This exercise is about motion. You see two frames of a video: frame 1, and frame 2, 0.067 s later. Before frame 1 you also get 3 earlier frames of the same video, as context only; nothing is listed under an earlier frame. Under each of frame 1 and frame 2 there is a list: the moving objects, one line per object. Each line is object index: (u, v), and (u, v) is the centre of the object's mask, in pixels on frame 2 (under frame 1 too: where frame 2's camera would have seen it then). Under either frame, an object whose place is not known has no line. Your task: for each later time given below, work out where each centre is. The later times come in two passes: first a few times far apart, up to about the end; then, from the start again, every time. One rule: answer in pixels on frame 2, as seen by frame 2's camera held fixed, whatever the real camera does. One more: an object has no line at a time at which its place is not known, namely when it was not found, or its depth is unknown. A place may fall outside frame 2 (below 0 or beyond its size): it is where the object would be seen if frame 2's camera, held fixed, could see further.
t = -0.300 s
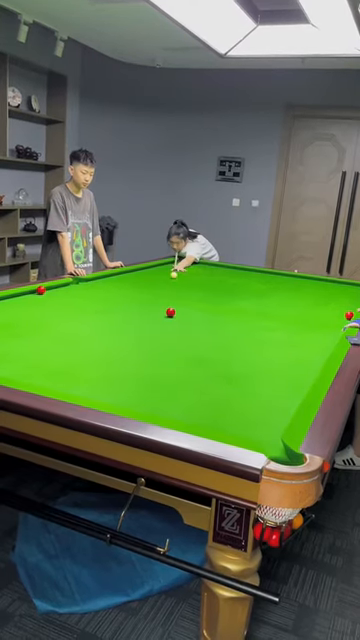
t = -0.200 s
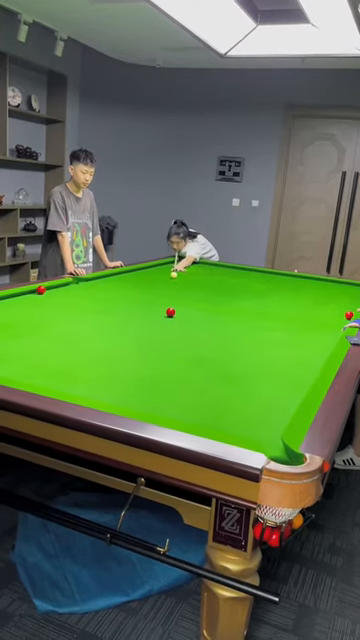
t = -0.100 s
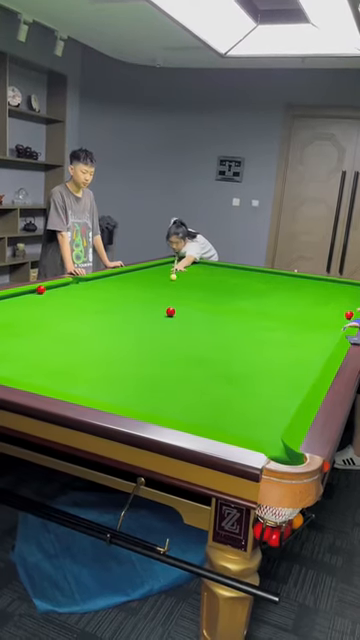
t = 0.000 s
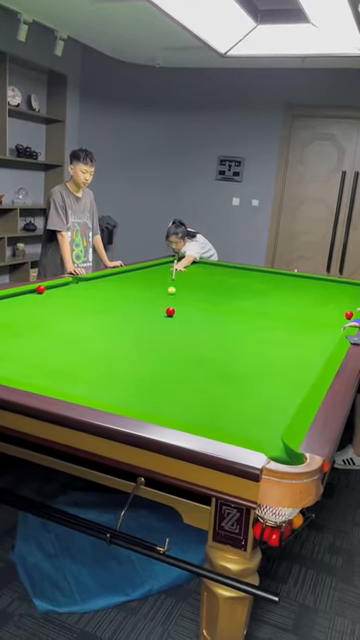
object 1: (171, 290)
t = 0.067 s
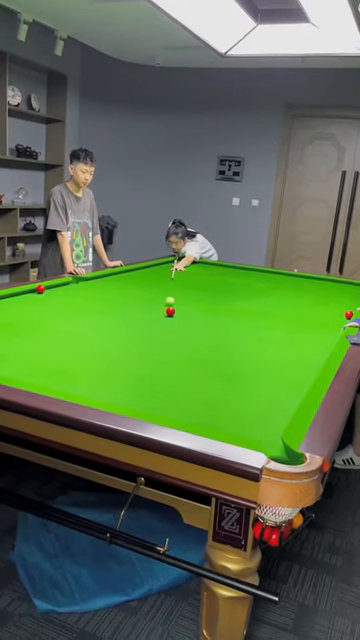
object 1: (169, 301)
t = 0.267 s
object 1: (146, 310)
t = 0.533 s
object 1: (112, 312)
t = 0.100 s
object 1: (169, 305)
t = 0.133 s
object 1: (164, 309)
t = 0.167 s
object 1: (160, 309)
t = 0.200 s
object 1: (155, 309)
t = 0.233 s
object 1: (150, 309)
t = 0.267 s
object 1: (146, 310)
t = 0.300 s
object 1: (142, 310)
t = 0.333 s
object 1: (138, 310)
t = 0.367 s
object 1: (133, 311)
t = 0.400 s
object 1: (129, 311)
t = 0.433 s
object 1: (125, 311)
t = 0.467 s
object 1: (121, 312)
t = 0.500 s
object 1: (116, 312)
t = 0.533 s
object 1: (112, 312)
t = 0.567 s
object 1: (108, 313)
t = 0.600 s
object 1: (103, 313)
